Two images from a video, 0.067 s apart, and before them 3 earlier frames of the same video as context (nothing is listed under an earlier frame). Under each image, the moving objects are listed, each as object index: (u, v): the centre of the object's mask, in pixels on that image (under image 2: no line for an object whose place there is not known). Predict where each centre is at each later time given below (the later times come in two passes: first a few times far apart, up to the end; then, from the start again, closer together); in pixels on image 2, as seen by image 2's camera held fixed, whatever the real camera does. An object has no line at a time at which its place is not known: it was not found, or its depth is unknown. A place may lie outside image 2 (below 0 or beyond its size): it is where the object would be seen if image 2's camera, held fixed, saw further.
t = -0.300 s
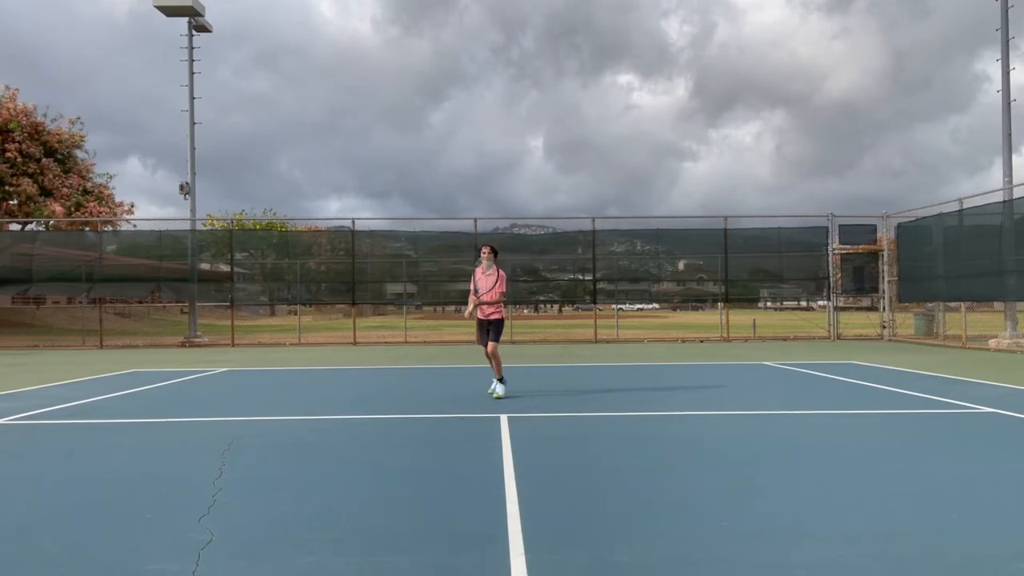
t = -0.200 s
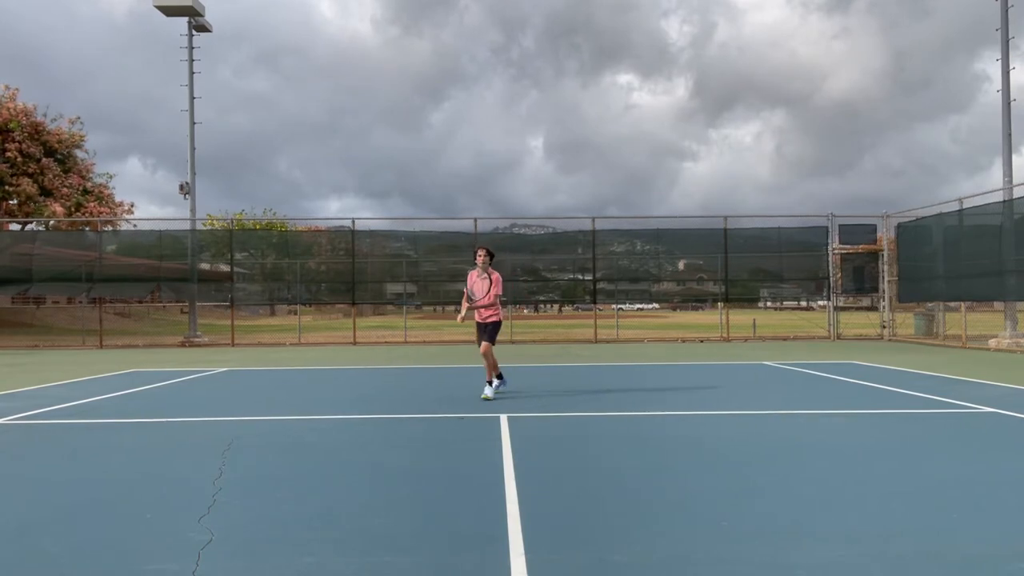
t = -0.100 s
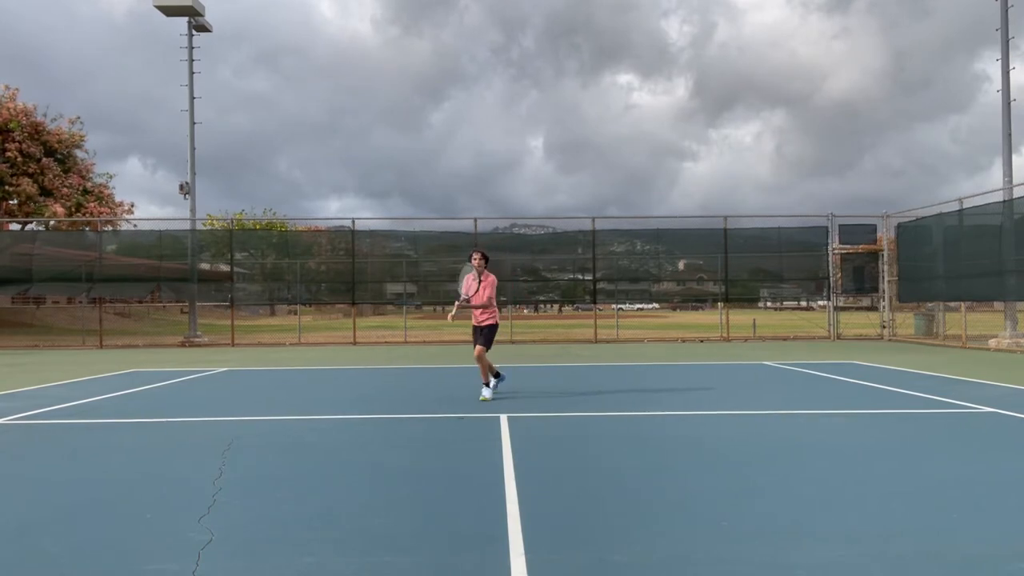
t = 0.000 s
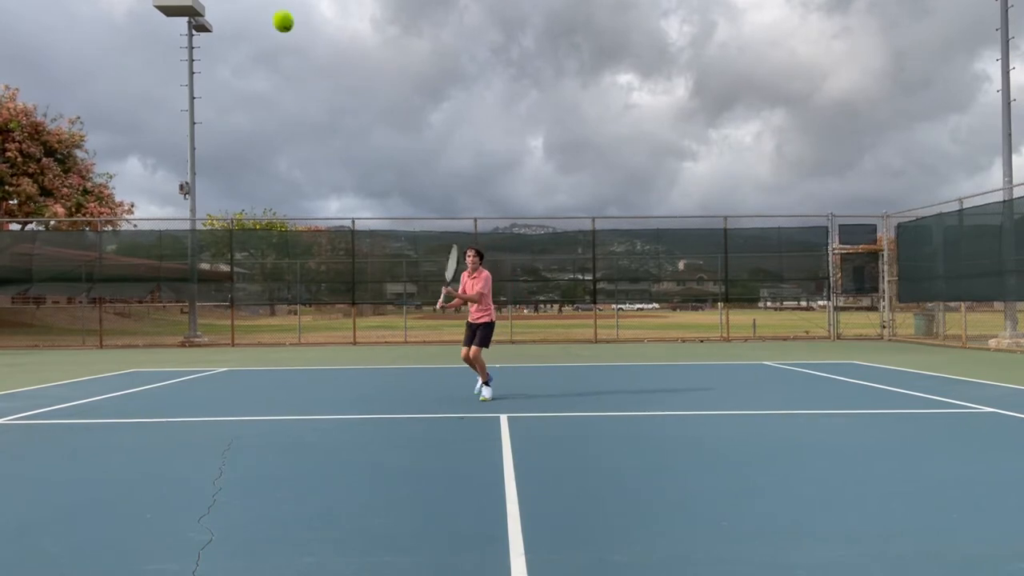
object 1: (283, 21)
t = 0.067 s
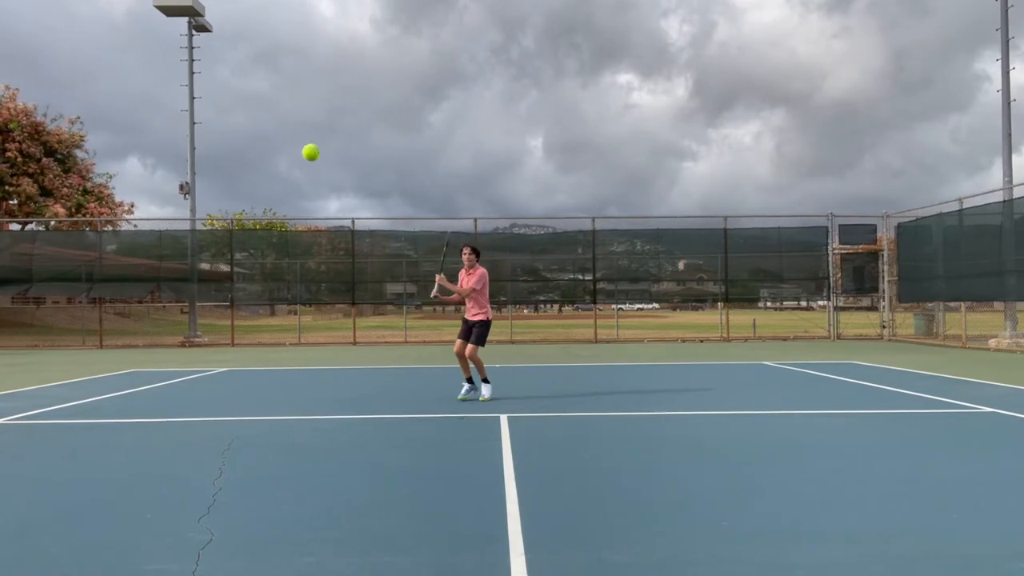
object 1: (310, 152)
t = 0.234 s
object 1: (345, 353)
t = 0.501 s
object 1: (364, 313)
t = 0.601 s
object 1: (368, 276)
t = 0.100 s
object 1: (320, 202)
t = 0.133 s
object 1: (328, 247)
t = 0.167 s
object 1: (334, 286)
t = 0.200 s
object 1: (340, 321)
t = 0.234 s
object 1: (345, 353)
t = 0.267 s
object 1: (349, 384)
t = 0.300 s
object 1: (353, 412)
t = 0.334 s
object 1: (356, 421)
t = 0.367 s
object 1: (357, 394)
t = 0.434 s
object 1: (361, 349)
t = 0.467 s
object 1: (362, 330)
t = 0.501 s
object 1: (364, 313)
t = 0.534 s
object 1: (365, 299)
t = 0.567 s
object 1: (367, 286)
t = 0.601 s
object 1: (368, 276)
